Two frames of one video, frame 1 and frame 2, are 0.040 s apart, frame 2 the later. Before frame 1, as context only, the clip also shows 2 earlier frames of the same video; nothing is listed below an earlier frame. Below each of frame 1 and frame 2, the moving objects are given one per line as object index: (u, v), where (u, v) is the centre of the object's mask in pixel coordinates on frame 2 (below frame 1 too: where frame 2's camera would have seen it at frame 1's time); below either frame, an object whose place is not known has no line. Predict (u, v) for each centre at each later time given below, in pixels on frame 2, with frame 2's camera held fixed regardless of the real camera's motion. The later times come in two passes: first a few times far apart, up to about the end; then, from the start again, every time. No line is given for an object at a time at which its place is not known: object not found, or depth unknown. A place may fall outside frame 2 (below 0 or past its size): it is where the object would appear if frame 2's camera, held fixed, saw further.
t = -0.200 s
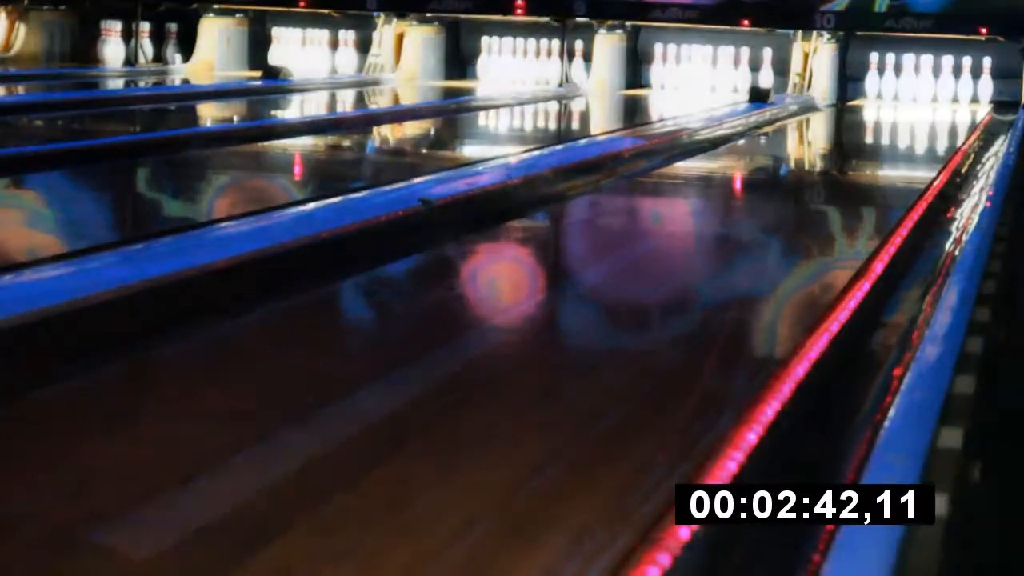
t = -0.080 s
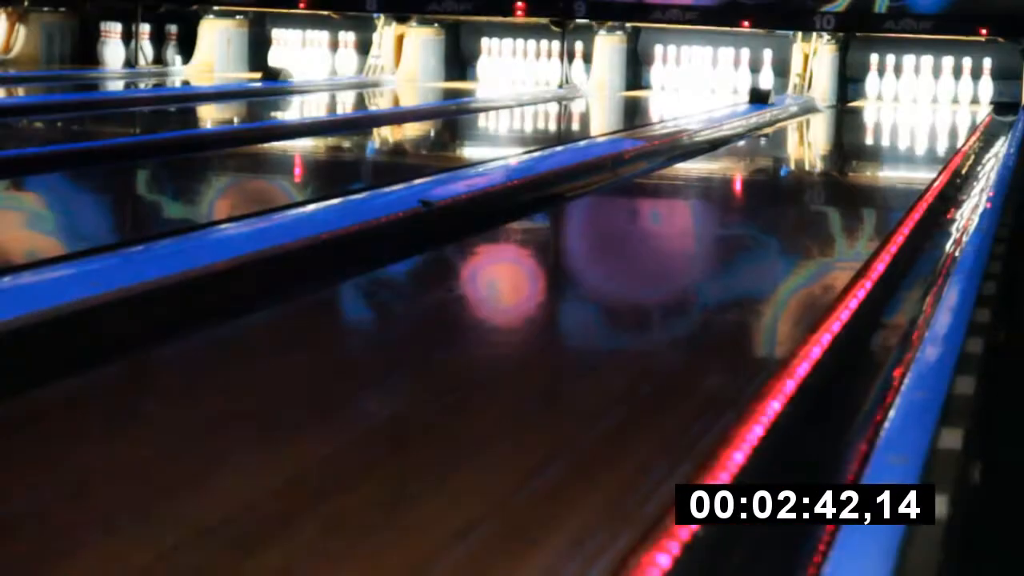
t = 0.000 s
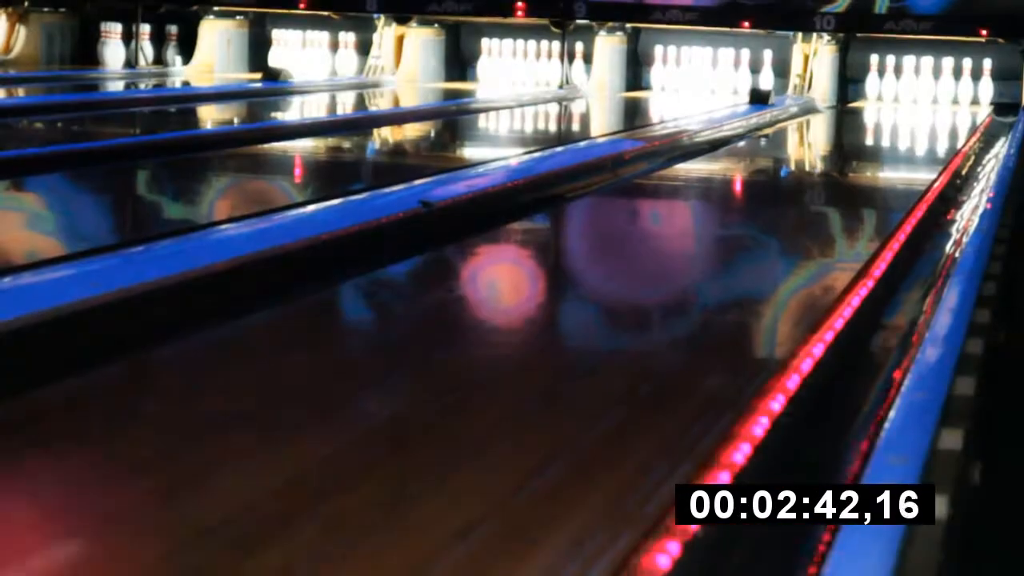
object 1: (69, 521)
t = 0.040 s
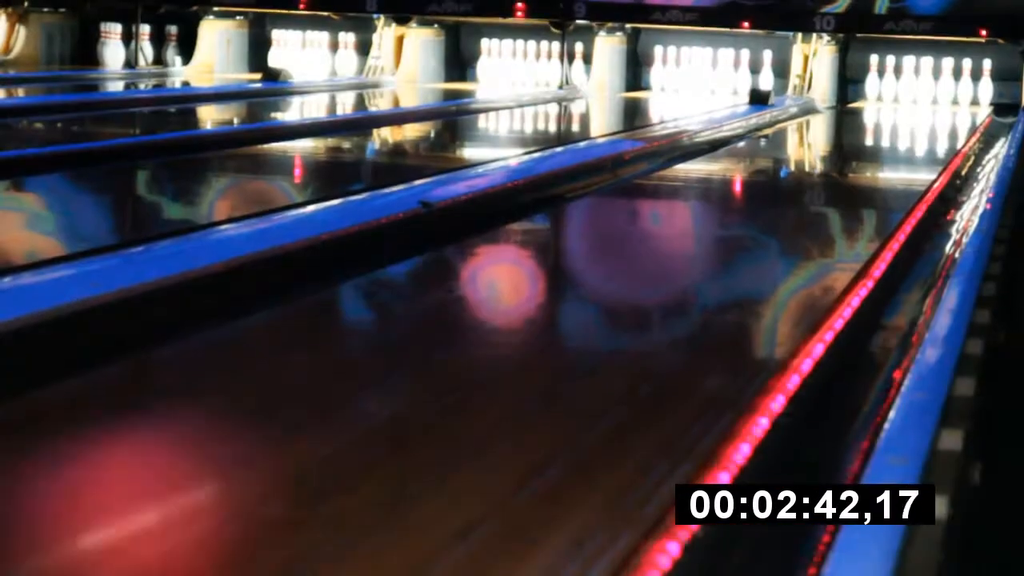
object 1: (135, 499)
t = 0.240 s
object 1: (548, 344)
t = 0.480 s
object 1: (771, 246)
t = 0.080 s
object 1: (251, 467)
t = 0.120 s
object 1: (353, 426)
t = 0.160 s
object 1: (428, 395)
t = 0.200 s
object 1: (491, 369)
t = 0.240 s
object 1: (548, 344)
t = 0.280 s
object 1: (603, 322)
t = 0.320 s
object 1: (647, 301)
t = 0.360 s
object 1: (678, 287)
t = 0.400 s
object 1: (717, 272)
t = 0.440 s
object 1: (747, 259)
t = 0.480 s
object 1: (771, 246)
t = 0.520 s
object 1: (793, 238)
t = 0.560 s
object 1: (815, 227)
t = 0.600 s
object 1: (828, 221)
